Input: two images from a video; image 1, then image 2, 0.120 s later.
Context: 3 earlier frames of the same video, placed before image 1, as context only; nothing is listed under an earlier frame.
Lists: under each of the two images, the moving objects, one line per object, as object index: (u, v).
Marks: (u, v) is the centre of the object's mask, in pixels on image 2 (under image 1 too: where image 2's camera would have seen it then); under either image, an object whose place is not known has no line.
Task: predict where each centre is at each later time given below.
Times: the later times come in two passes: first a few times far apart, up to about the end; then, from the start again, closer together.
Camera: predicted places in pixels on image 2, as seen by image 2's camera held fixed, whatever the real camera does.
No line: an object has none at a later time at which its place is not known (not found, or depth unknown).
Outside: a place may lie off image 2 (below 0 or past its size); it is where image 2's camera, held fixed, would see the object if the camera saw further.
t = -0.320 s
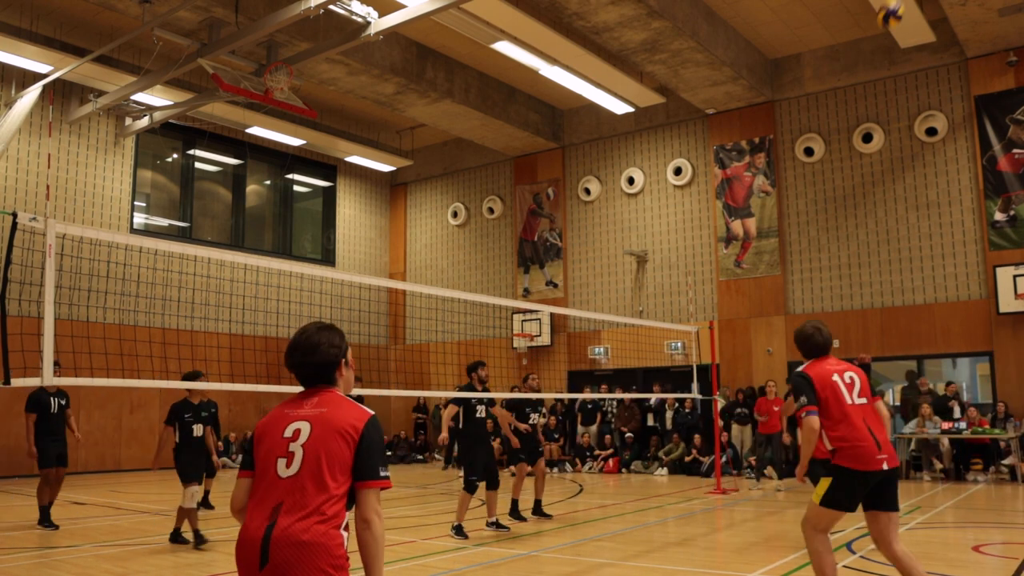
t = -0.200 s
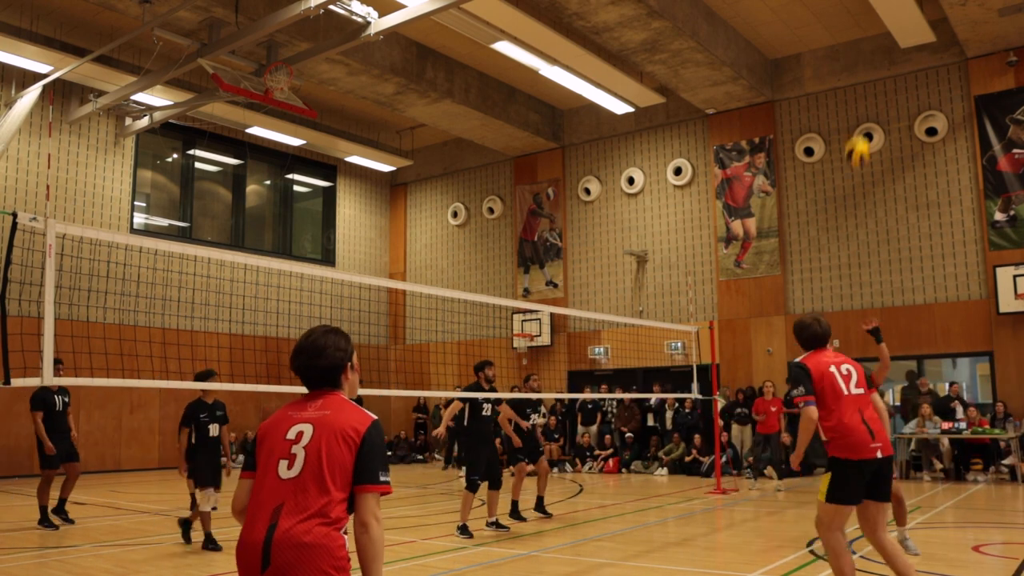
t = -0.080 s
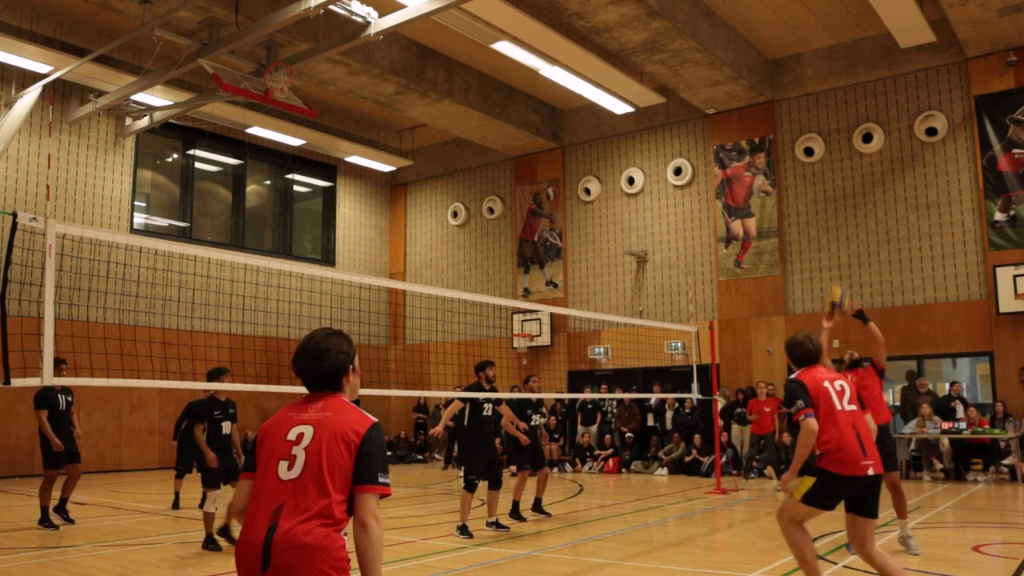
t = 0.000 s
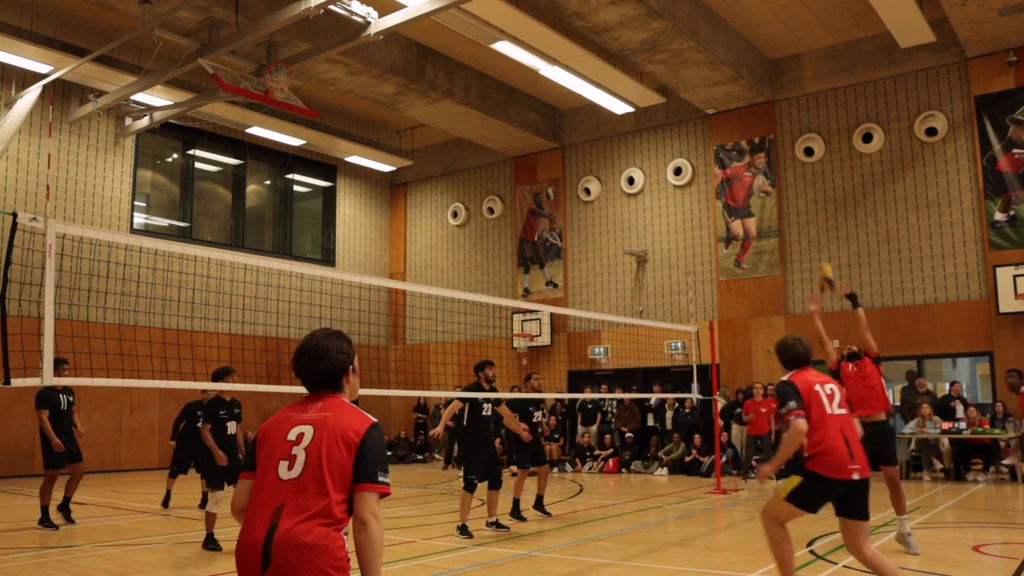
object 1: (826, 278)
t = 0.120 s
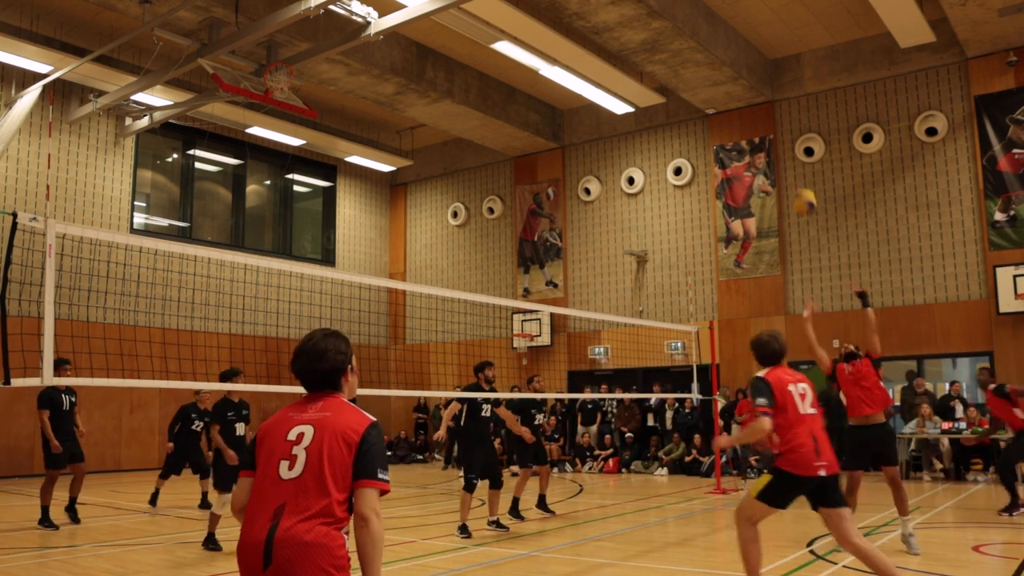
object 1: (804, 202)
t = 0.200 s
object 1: (791, 160)
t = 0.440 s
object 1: (754, 83)
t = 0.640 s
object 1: (725, 63)
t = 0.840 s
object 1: (699, 82)
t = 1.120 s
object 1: (664, 187)
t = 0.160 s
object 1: (798, 180)
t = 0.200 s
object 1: (791, 160)
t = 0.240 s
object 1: (784, 142)
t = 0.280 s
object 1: (778, 126)
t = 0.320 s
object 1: (772, 113)
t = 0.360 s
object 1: (766, 101)
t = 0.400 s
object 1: (760, 91)
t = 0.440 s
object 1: (754, 83)
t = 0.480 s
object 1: (747, 76)
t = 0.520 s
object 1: (741, 70)
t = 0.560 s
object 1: (736, 66)
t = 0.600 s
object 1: (730, 64)
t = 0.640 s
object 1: (725, 63)
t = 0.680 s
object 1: (720, 64)
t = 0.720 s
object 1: (714, 66)
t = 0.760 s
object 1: (709, 70)
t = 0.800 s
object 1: (704, 75)
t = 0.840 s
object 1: (699, 82)
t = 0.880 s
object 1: (693, 92)
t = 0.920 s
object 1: (689, 103)
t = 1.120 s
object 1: (664, 187)
